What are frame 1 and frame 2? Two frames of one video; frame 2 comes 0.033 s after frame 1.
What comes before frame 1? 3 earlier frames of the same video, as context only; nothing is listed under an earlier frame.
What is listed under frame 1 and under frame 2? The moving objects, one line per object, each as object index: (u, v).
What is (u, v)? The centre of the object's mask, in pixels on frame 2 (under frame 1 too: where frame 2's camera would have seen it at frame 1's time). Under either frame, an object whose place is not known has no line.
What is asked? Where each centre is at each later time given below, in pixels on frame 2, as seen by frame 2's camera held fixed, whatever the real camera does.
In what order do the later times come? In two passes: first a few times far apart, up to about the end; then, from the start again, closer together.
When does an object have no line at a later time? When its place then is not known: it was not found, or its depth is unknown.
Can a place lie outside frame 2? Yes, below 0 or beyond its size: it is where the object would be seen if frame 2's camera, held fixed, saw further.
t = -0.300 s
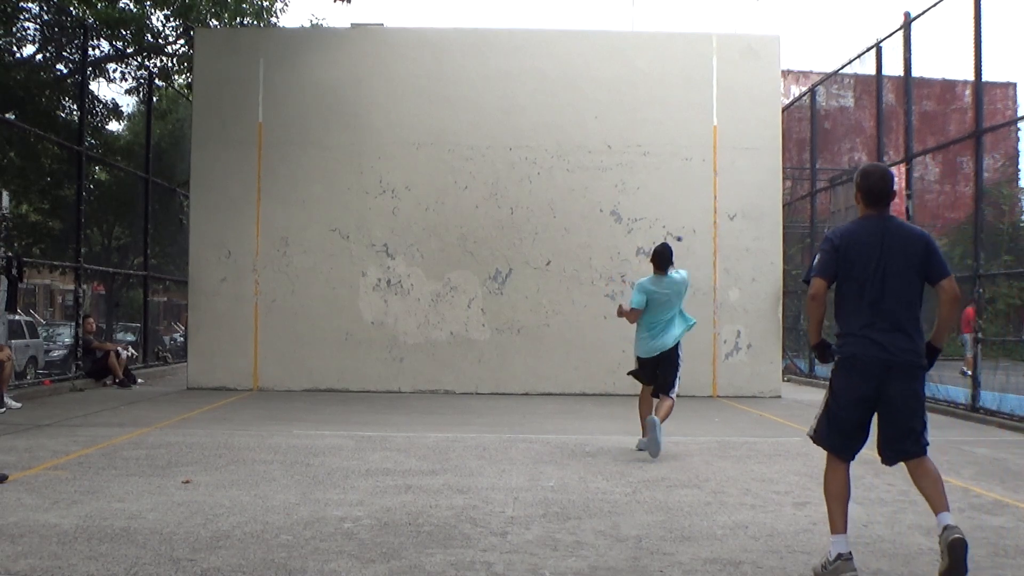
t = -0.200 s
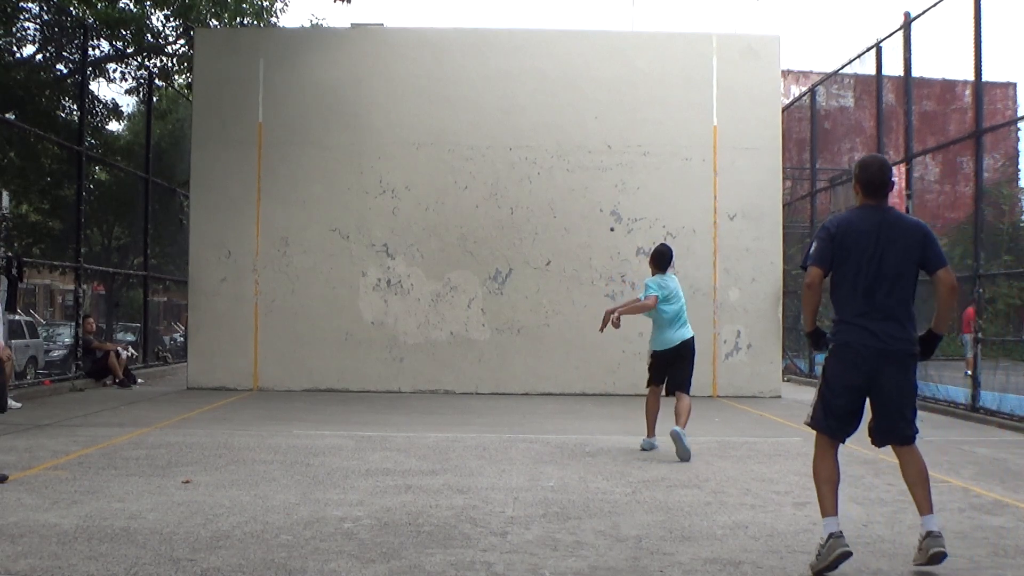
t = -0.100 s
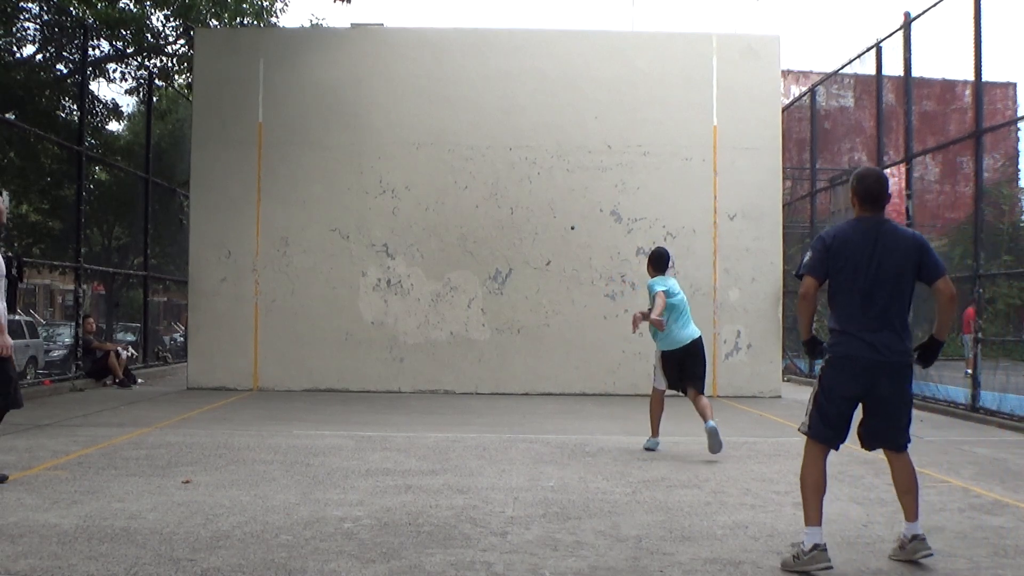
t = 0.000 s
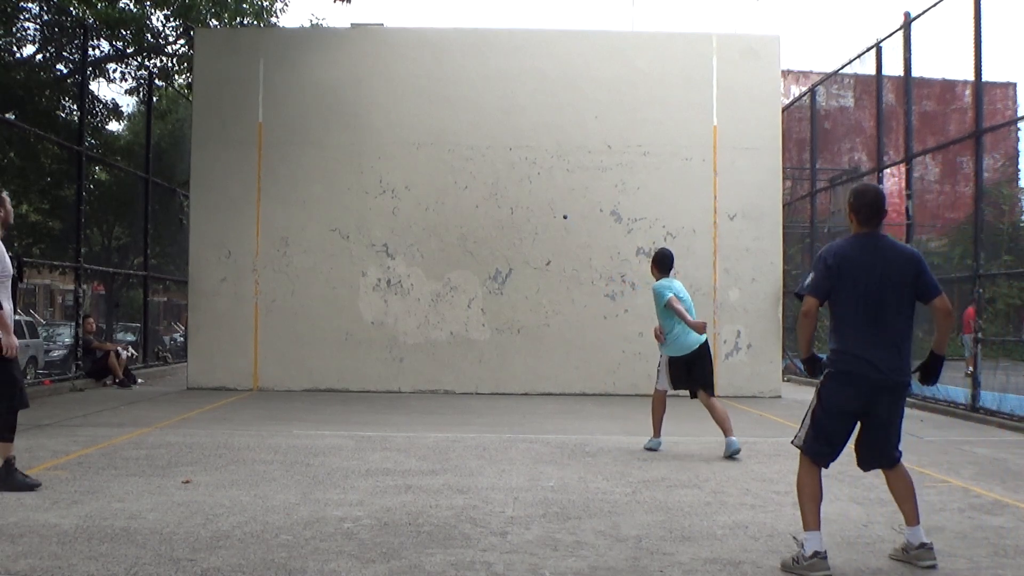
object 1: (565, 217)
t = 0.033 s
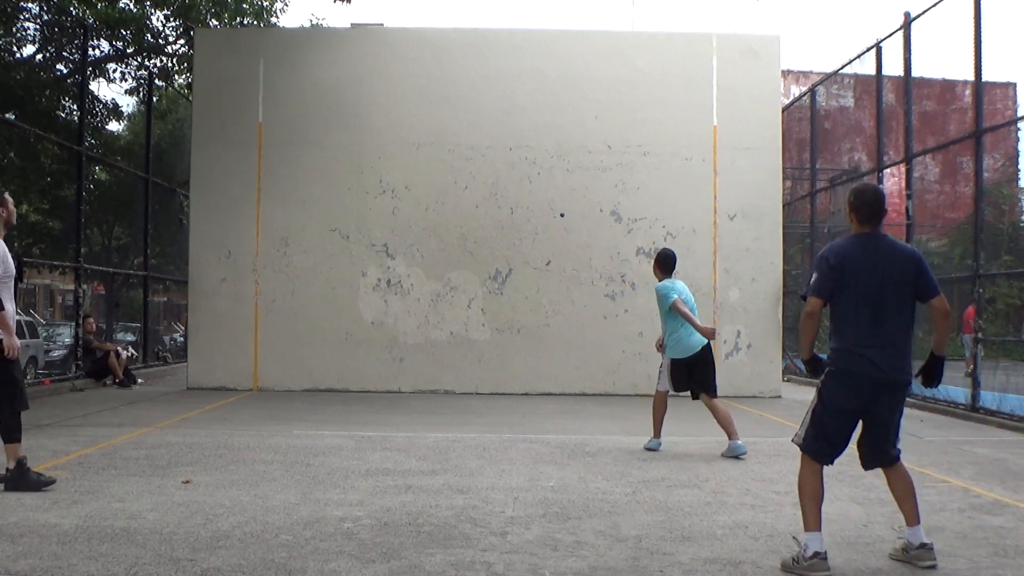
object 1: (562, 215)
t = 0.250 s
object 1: (535, 226)
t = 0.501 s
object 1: (470, 337)
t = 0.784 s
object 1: (330, 429)
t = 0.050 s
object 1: (560, 214)
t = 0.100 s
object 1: (555, 213)
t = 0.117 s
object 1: (553, 213)
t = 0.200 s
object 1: (543, 218)
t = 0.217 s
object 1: (540, 220)
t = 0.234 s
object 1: (537, 223)
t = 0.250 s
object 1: (535, 226)
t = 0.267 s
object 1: (532, 229)
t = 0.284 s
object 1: (529, 232)
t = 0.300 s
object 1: (526, 237)
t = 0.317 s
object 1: (522, 241)
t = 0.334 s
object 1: (519, 246)
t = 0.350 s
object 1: (515, 252)
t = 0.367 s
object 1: (511, 259)
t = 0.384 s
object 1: (507, 265)
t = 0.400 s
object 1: (503, 273)
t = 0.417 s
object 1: (498, 281)
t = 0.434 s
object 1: (493, 291)
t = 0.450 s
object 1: (488, 301)
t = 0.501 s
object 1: (470, 337)
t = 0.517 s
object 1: (464, 352)
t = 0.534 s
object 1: (456, 368)
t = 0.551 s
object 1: (449, 386)
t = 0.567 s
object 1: (441, 404)
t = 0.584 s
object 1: (432, 424)
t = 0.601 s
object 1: (423, 446)
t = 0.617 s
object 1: (413, 471)
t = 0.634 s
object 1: (403, 497)
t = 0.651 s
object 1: (391, 527)
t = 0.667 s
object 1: (382, 540)
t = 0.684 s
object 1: (376, 524)
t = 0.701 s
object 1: (369, 509)
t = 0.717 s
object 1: (362, 493)
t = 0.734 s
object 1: (355, 477)
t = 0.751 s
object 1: (347, 461)
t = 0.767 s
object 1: (339, 445)
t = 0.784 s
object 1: (330, 429)
